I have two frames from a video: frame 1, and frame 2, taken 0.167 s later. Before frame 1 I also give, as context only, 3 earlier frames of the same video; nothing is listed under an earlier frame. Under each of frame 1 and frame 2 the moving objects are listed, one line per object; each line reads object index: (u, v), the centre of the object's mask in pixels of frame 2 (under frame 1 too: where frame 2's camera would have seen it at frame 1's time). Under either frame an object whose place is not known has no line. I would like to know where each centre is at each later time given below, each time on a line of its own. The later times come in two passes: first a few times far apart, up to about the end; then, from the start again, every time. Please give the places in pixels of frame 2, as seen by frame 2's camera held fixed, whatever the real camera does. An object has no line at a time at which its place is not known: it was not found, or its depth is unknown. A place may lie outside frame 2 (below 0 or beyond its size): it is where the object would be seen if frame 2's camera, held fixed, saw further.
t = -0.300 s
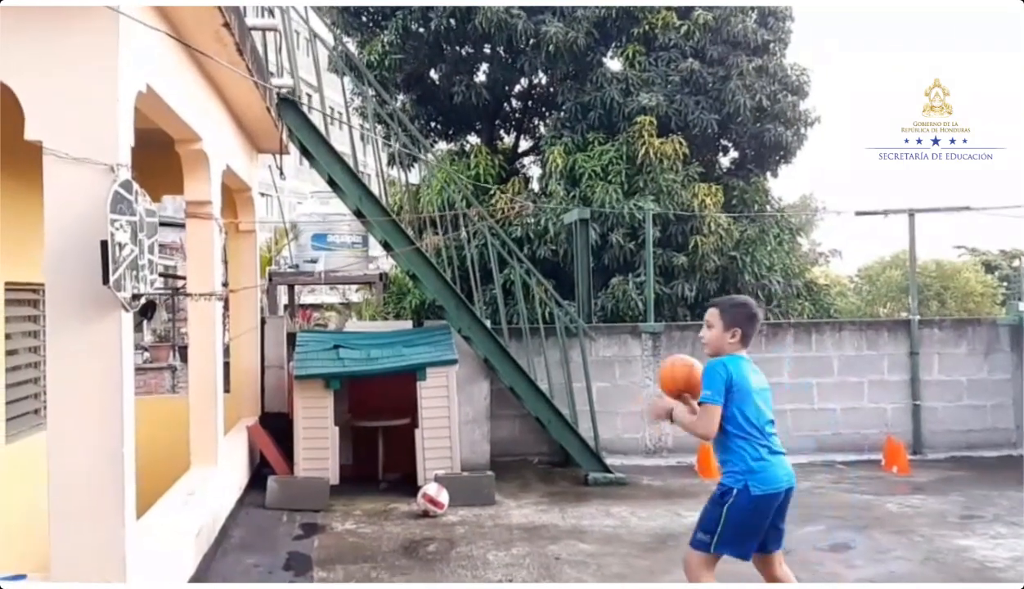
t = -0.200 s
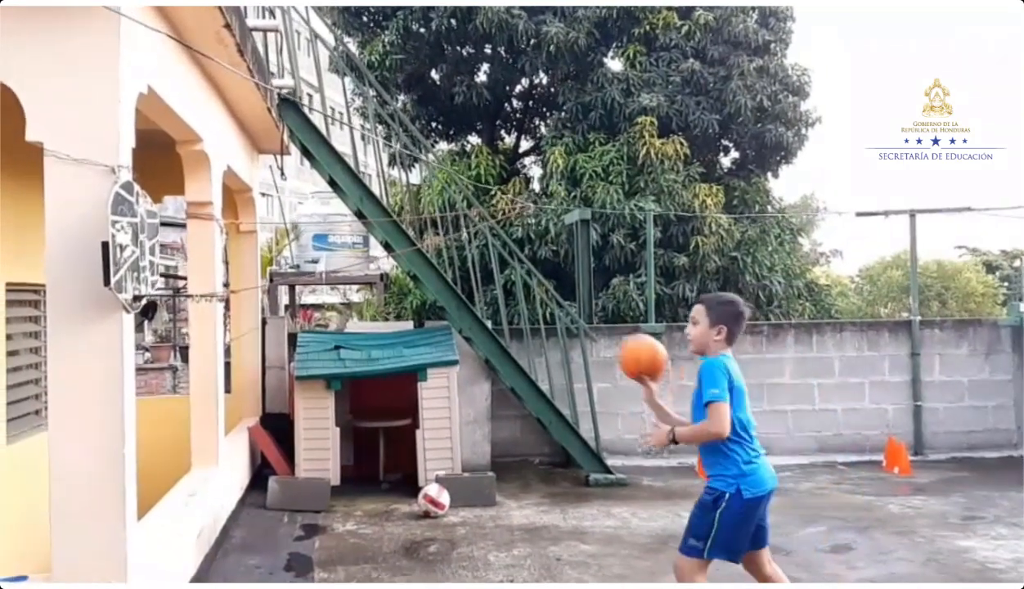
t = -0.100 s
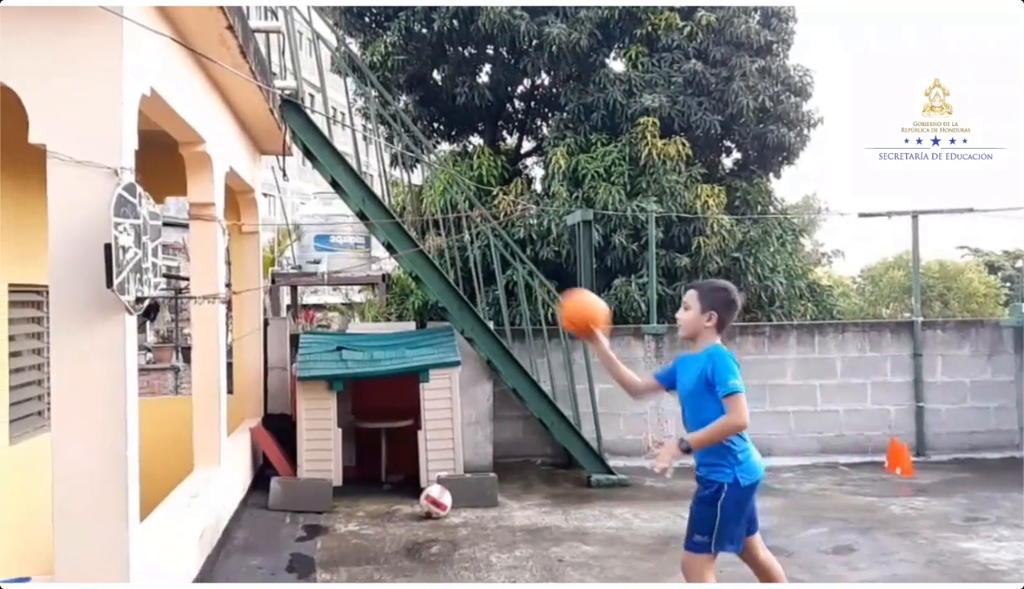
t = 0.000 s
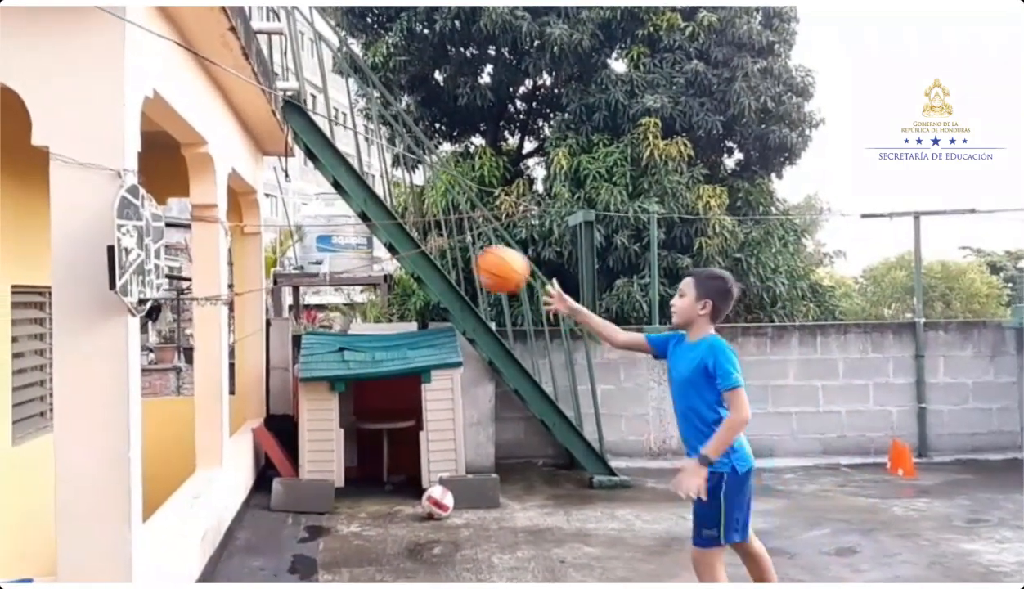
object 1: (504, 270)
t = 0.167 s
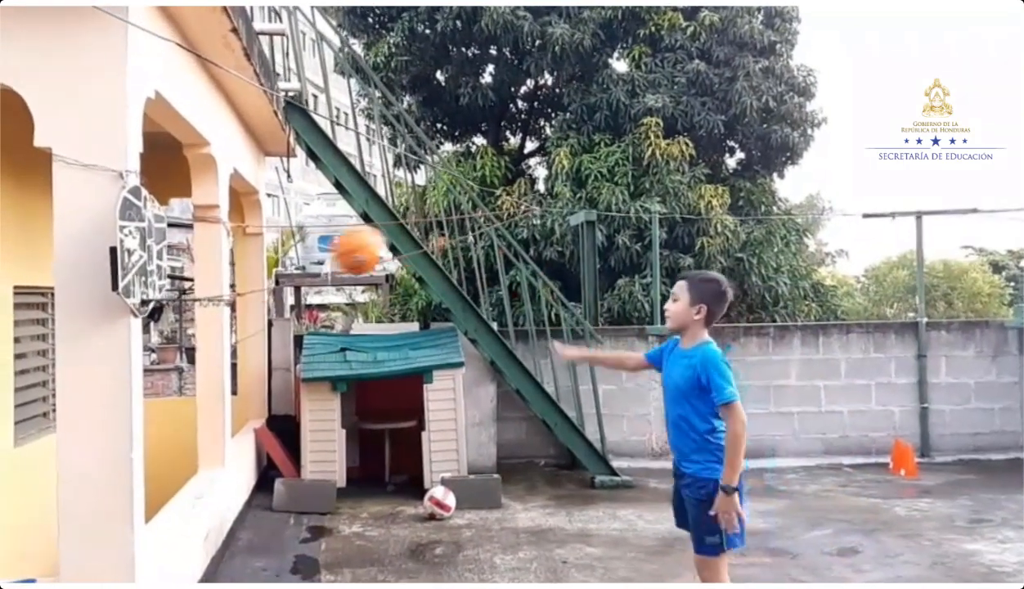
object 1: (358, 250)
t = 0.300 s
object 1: (244, 284)
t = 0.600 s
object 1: (305, 300)
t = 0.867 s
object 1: (369, 554)
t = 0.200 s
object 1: (327, 257)
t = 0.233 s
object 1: (297, 263)
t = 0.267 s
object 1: (265, 274)
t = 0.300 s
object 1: (244, 284)
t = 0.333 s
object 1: (247, 282)
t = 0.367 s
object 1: (252, 272)
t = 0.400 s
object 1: (257, 263)
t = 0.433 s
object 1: (263, 260)
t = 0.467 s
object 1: (269, 259)
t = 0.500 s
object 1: (277, 261)
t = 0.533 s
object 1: (291, 274)
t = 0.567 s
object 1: (299, 286)
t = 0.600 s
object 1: (305, 300)
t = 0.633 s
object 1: (315, 318)
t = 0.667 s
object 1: (322, 338)
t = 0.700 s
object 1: (329, 365)
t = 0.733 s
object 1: (338, 395)
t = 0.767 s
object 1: (346, 428)
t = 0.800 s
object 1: (354, 468)
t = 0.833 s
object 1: (361, 508)
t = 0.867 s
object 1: (369, 554)
